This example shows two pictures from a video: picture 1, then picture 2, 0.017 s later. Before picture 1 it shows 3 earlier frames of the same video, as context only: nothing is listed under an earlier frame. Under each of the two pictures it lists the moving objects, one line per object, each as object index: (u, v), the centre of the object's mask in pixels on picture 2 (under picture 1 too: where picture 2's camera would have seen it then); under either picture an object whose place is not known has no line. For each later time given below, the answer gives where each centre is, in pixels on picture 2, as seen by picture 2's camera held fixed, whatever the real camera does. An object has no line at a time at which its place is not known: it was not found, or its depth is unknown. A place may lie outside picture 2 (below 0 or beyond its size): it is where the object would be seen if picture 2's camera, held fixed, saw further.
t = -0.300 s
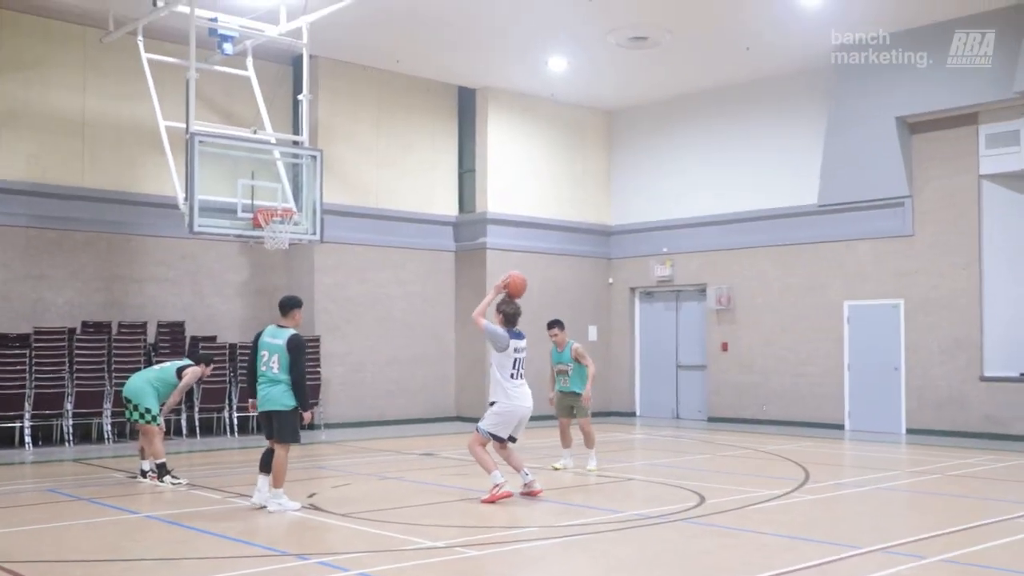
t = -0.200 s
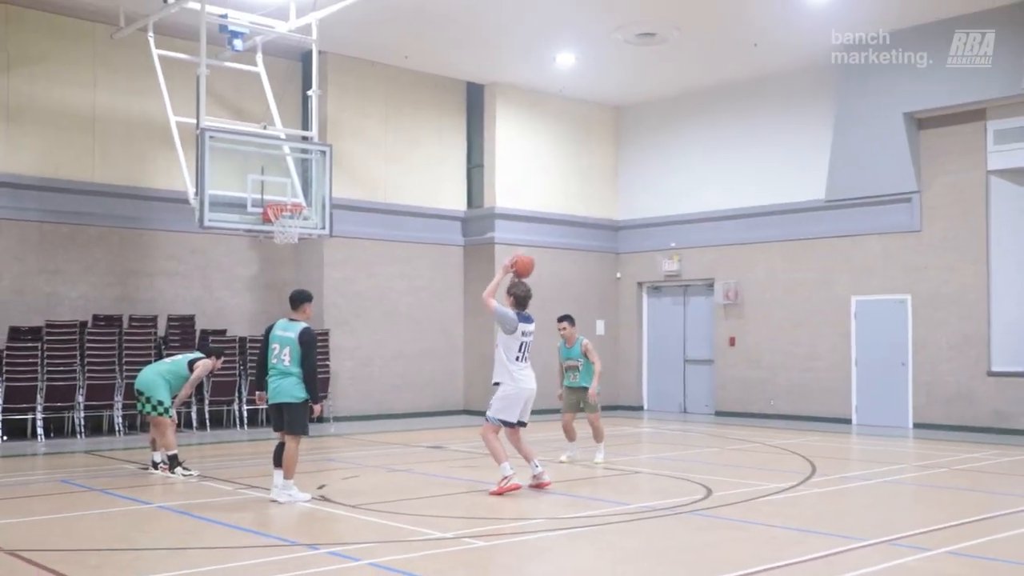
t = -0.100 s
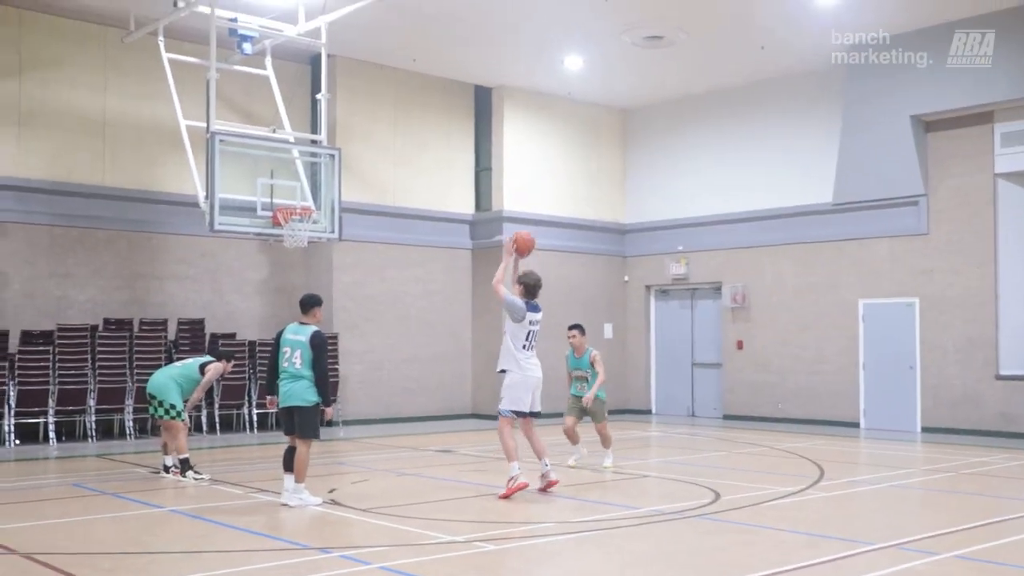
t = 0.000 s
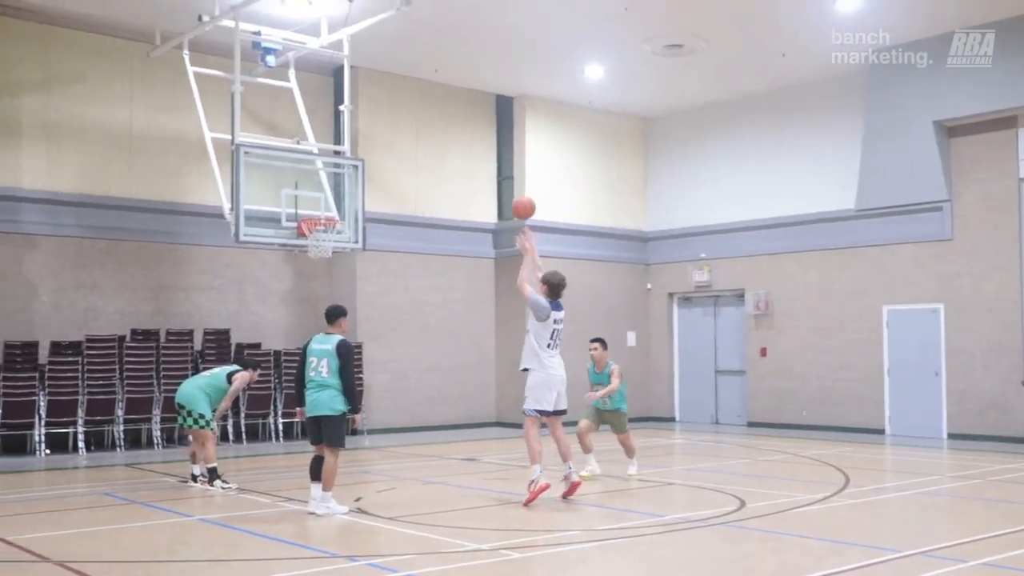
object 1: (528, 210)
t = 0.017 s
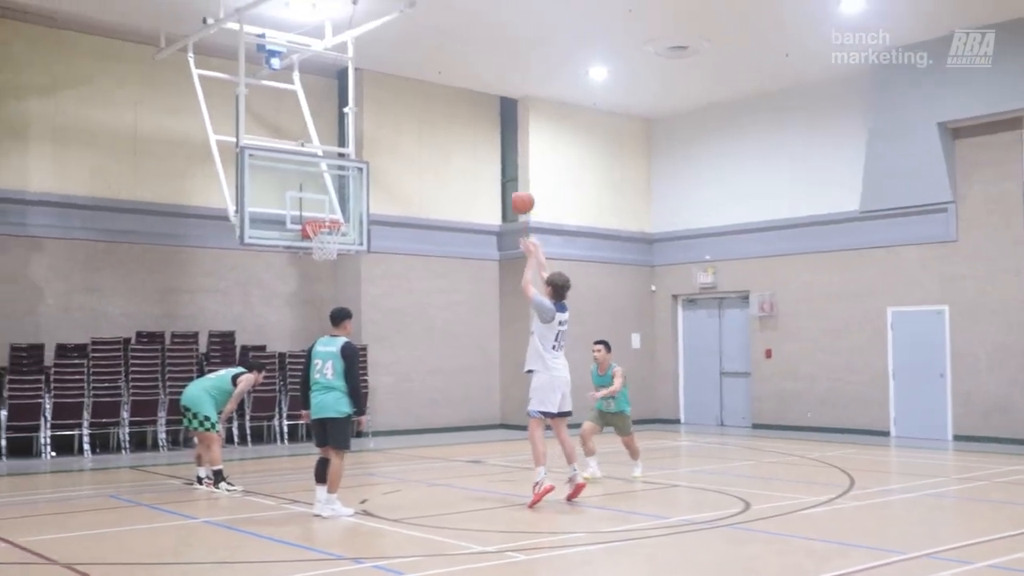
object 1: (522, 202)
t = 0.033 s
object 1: (516, 194)
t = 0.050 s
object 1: (511, 188)
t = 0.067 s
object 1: (505, 182)
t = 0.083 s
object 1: (500, 176)
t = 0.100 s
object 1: (494, 172)
